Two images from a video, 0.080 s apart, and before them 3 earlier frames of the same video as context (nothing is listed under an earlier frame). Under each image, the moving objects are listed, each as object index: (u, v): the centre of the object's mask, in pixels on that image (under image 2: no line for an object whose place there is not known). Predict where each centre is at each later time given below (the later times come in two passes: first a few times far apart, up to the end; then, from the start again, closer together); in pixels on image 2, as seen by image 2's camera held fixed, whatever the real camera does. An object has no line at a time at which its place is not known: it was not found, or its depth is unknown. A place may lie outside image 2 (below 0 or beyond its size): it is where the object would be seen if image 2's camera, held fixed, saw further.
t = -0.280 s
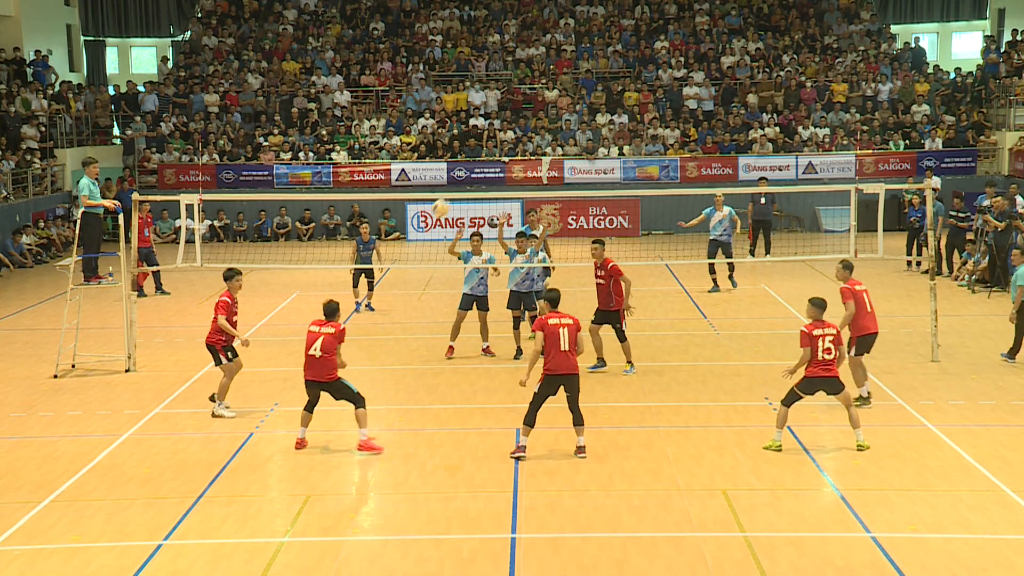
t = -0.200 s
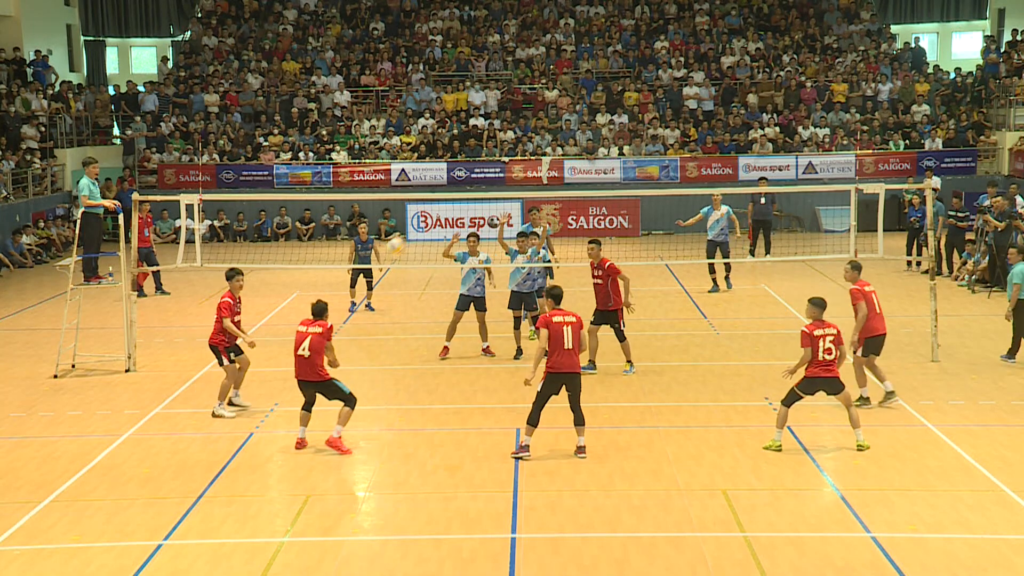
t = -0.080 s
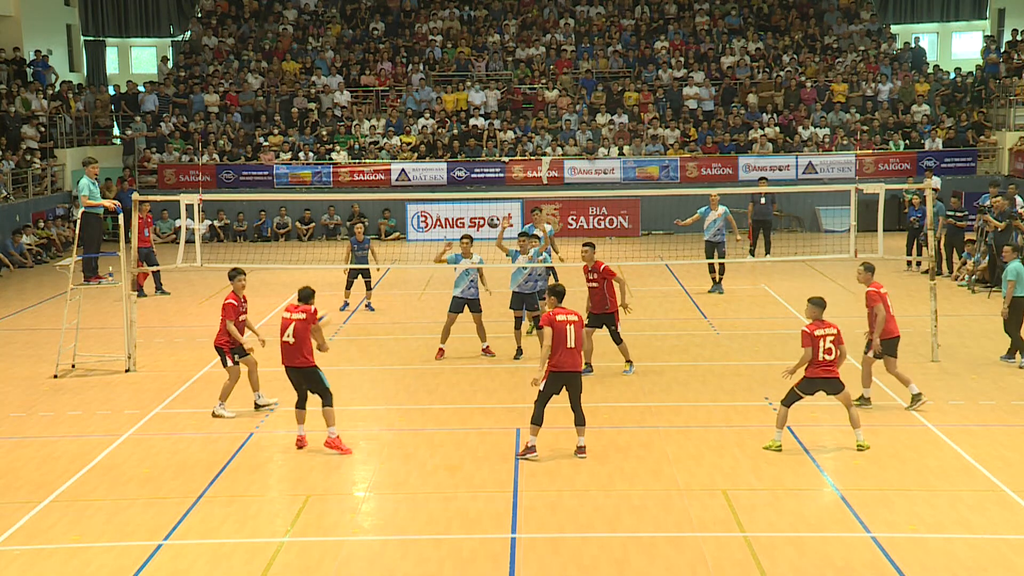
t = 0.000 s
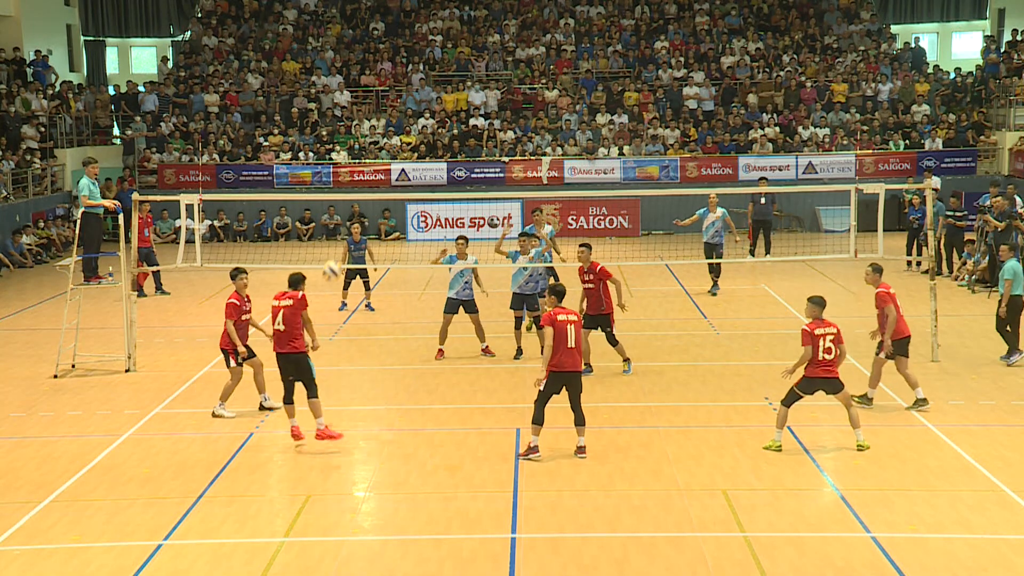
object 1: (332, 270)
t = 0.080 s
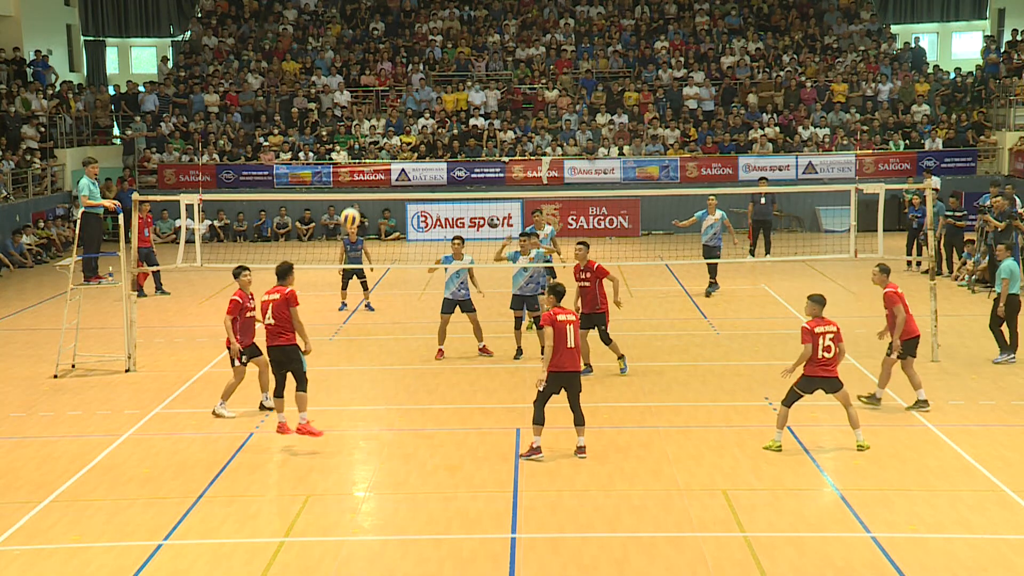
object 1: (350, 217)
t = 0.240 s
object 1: (385, 134)
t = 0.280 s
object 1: (394, 116)
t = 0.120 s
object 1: (359, 194)
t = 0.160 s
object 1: (368, 173)
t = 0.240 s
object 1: (385, 134)
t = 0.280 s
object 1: (394, 116)
